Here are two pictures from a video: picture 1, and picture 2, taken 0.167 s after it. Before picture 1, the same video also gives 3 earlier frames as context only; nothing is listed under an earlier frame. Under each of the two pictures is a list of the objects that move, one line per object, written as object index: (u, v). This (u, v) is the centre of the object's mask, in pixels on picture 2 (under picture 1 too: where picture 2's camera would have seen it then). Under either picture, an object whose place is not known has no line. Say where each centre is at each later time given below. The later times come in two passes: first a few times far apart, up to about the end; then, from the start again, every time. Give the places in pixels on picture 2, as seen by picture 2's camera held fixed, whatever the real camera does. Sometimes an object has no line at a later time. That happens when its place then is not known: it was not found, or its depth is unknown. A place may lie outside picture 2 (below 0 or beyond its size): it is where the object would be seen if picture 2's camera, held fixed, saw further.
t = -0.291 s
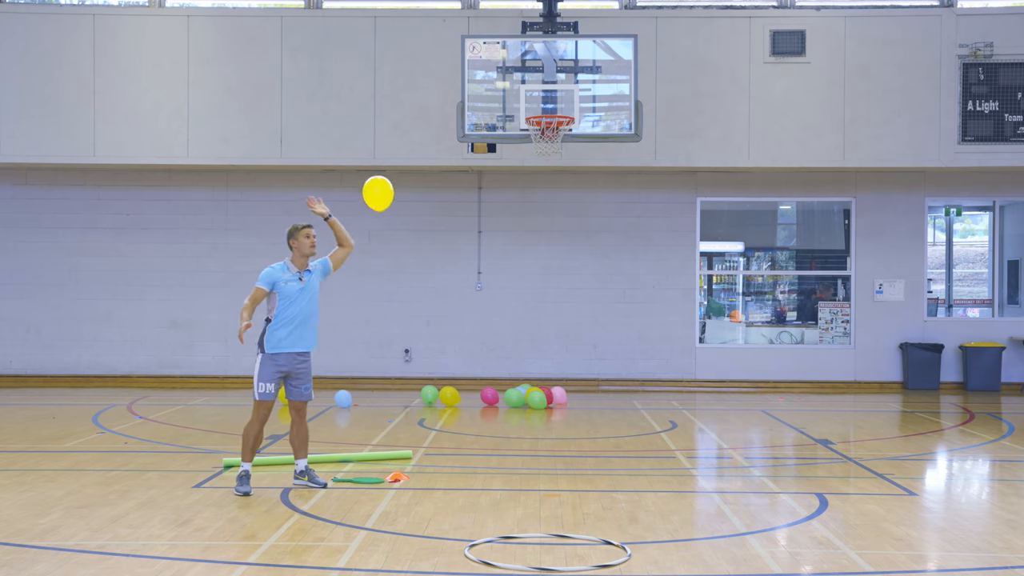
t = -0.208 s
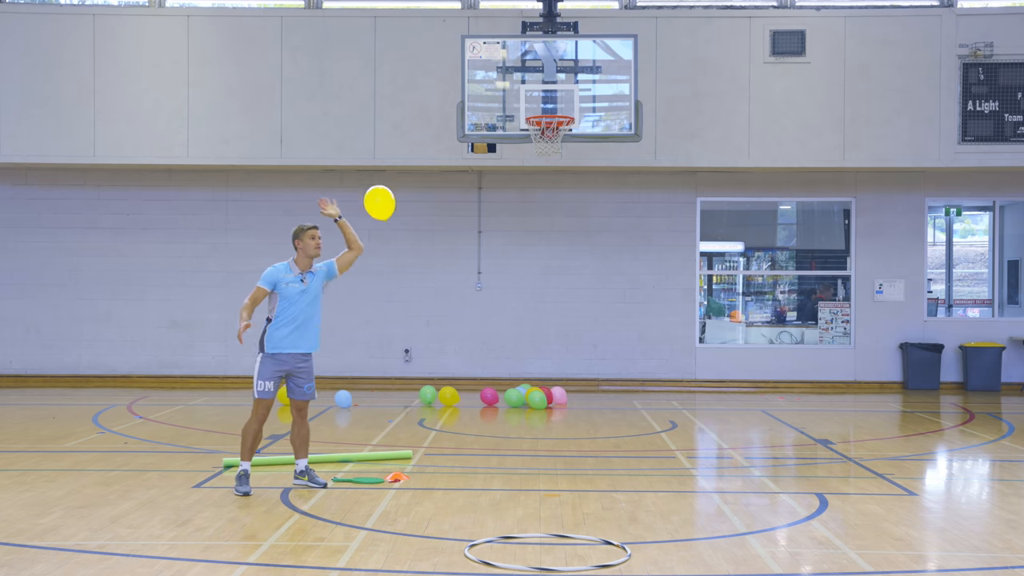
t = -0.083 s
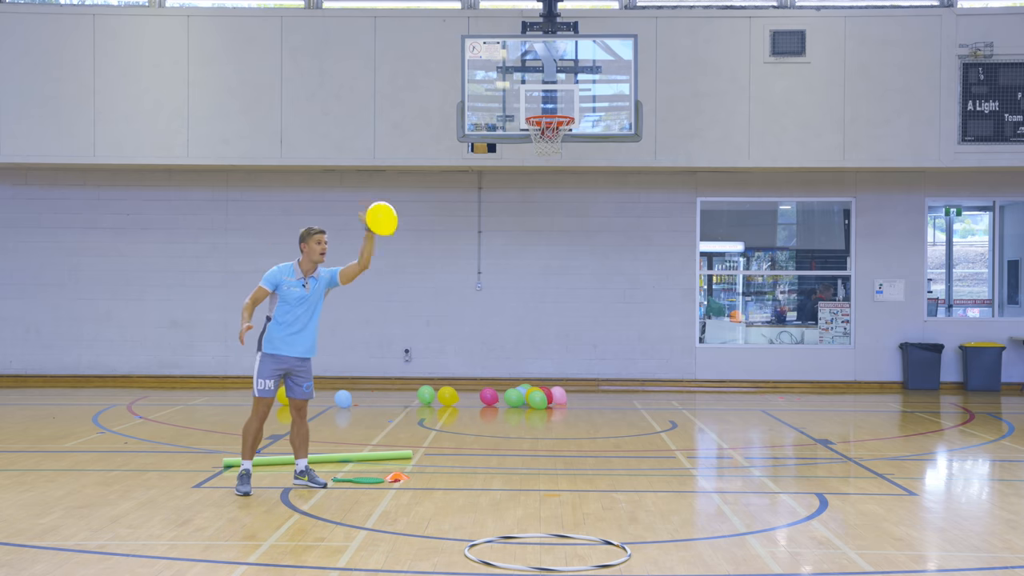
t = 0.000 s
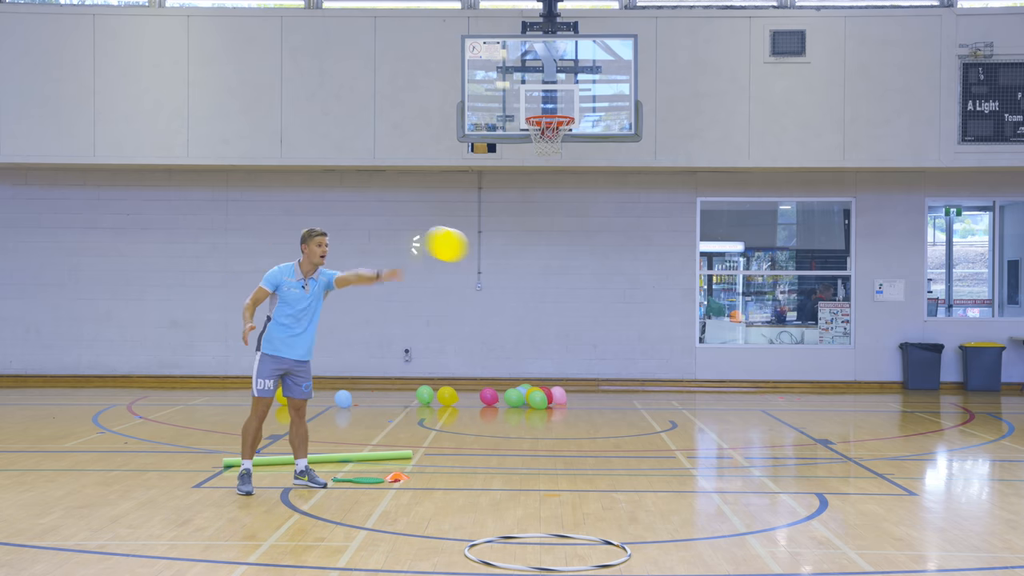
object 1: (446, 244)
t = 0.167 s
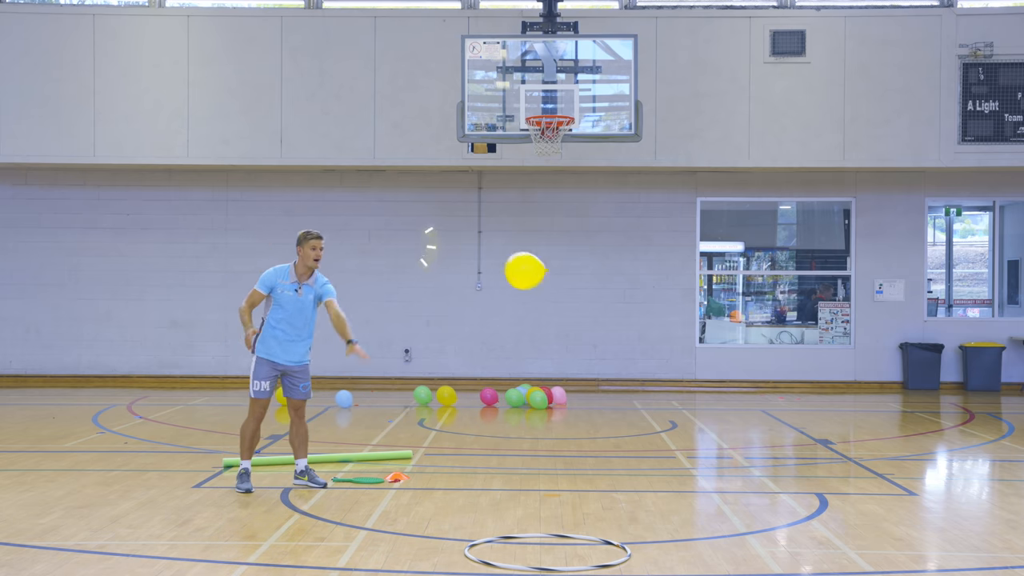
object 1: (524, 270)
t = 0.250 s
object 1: (530, 284)
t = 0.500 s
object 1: (532, 329)
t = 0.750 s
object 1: (553, 378)
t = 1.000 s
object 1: (579, 433)
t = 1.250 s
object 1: (593, 489)
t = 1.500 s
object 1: (585, 517)
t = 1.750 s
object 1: (564, 490)
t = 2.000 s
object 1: (548, 482)
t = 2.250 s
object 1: (535, 491)
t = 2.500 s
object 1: (524, 519)
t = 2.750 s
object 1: (524, 517)
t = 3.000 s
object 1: (527, 524)
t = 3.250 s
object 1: (526, 518)
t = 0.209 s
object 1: (528, 278)
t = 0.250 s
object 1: (530, 284)
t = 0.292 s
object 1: (530, 291)
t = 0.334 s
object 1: (530, 298)
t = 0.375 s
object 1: (530, 305)
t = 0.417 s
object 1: (530, 313)
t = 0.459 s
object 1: (531, 321)
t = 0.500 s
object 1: (532, 329)
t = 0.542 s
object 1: (534, 337)
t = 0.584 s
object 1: (537, 345)
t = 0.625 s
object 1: (541, 353)
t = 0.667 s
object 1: (544, 361)
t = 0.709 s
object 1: (549, 369)
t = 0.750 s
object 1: (553, 378)
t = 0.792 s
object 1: (558, 387)
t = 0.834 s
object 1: (562, 396)
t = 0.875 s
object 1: (566, 405)
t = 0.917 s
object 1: (571, 414)
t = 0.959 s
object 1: (575, 423)
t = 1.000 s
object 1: (579, 433)
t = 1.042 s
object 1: (582, 442)
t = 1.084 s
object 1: (585, 452)
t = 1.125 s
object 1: (588, 462)
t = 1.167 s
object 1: (590, 471)
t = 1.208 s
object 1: (592, 480)
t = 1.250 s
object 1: (593, 489)
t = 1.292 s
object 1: (594, 497)
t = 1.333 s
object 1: (594, 506)
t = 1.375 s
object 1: (594, 513)
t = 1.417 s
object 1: (593, 520)
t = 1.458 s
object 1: (591, 522)
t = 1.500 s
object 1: (585, 517)
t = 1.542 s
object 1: (581, 511)
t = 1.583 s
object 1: (577, 506)
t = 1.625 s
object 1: (574, 502)
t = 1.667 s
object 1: (570, 497)
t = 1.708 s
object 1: (567, 493)
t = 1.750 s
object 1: (564, 490)
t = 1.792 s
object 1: (561, 487)
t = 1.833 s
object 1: (558, 485)
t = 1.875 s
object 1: (556, 484)
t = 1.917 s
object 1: (553, 482)
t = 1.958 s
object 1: (551, 482)
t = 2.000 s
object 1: (548, 482)
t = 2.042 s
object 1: (546, 482)
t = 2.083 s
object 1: (544, 483)
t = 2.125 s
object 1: (541, 484)
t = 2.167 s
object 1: (539, 486)
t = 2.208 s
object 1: (537, 489)
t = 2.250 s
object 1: (535, 491)
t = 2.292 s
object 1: (533, 495)
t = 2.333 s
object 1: (531, 499)
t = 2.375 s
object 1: (529, 503)
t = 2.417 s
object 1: (527, 509)
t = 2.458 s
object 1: (526, 514)
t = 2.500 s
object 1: (524, 519)
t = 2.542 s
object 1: (523, 525)
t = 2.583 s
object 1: (523, 523)
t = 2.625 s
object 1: (523, 520)
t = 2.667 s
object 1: (524, 519)
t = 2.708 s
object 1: (524, 518)
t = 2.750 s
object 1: (524, 517)
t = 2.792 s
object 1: (525, 517)
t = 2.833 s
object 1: (525, 518)
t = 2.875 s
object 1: (525, 518)
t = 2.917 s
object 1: (526, 520)
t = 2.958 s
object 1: (526, 522)
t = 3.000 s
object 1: (527, 524)
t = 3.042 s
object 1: (526, 522)
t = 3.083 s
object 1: (526, 520)
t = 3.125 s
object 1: (526, 519)
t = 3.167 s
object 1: (526, 518)
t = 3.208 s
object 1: (526, 518)
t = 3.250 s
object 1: (526, 518)
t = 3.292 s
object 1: (526, 519)
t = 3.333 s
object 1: (526, 521)
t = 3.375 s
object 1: (526, 521)
